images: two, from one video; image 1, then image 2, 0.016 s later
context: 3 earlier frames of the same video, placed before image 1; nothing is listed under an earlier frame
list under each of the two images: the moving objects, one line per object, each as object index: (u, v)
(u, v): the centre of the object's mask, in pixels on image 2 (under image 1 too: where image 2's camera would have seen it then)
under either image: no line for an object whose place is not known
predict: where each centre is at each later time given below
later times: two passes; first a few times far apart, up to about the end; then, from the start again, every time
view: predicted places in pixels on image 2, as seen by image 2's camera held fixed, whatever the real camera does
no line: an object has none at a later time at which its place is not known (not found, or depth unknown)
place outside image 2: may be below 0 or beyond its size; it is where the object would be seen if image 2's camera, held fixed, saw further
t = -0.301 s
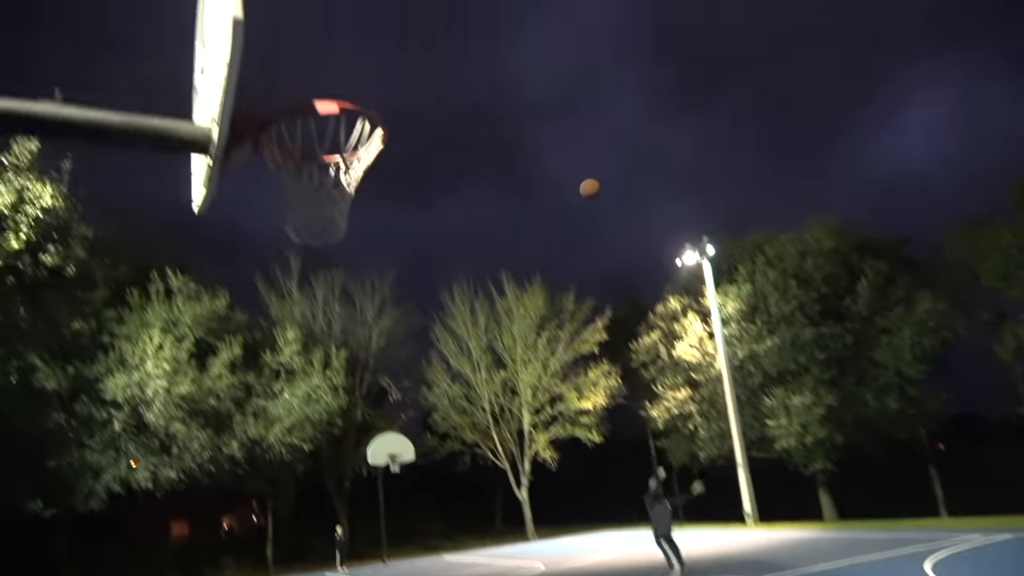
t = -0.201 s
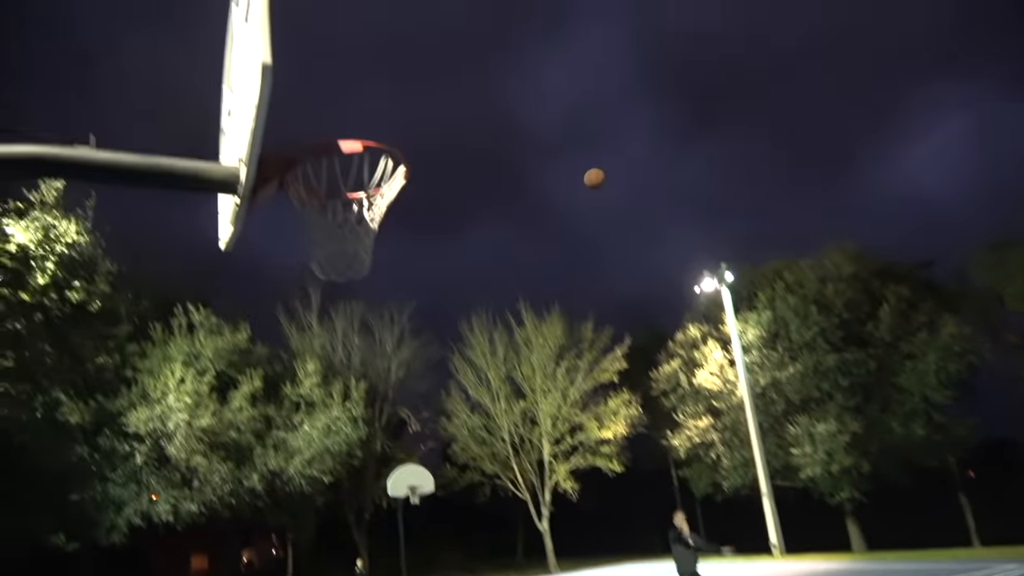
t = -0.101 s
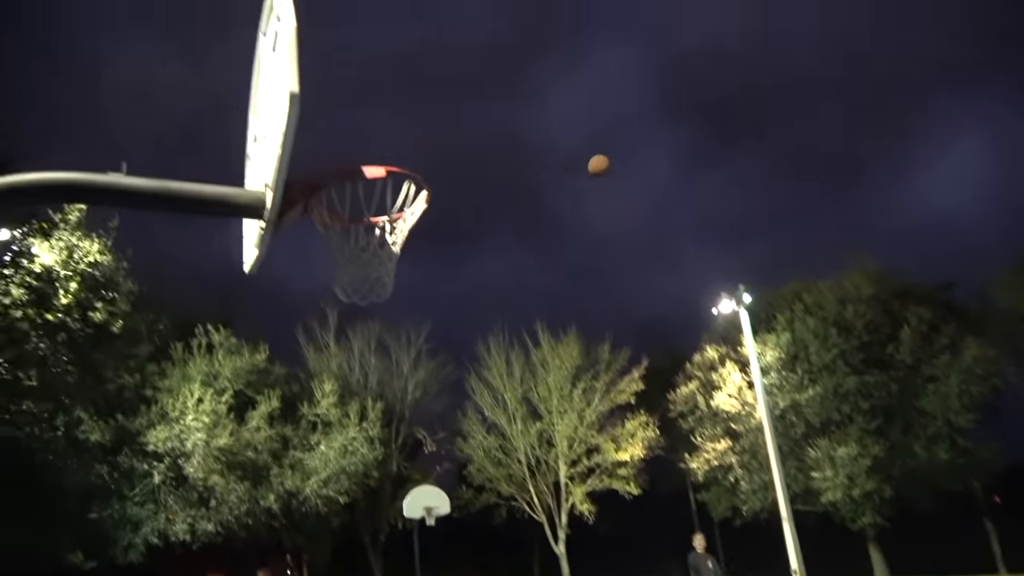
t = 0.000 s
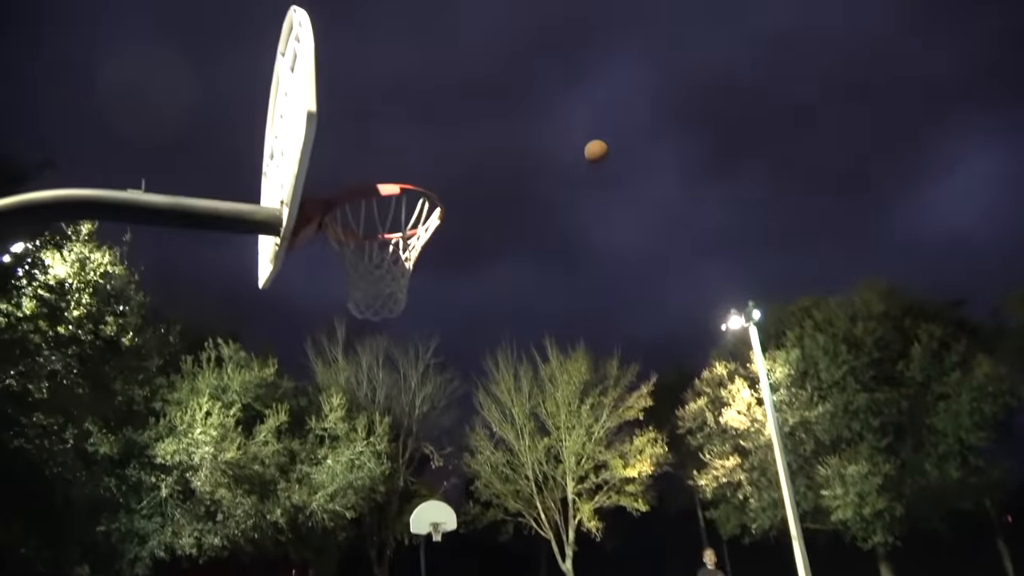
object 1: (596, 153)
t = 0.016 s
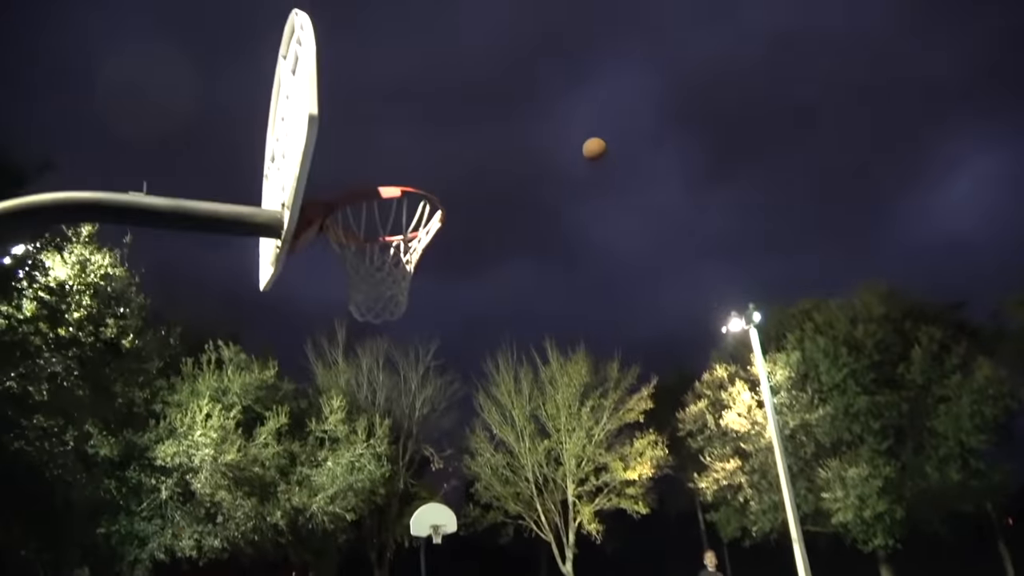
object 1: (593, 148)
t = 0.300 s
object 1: (551, 91)
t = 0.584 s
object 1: (489, 104)
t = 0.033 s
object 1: (591, 143)
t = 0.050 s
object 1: (589, 139)
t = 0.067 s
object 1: (587, 134)
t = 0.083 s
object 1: (584, 131)
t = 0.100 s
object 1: (582, 126)
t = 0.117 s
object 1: (580, 122)
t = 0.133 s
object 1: (577, 119)
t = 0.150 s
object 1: (575, 115)
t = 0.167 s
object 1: (572, 112)
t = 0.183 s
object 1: (570, 108)
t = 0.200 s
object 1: (567, 106)
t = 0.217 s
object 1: (565, 103)
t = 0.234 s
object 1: (562, 100)
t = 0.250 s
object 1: (559, 98)
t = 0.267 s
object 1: (556, 96)
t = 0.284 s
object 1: (553, 93)
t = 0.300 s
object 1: (551, 91)
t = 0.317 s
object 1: (548, 90)
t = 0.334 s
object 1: (545, 88)
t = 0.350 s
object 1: (542, 87)
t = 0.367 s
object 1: (539, 86)
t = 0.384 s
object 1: (536, 85)
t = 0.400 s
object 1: (533, 85)
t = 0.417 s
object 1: (530, 85)
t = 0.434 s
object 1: (526, 85)
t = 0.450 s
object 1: (523, 86)
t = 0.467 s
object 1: (519, 87)
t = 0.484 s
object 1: (515, 88)
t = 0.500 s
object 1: (511, 89)
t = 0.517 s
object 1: (507, 92)
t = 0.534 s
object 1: (503, 94)
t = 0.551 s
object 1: (498, 97)
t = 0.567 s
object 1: (494, 100)
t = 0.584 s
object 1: (489, 104)
